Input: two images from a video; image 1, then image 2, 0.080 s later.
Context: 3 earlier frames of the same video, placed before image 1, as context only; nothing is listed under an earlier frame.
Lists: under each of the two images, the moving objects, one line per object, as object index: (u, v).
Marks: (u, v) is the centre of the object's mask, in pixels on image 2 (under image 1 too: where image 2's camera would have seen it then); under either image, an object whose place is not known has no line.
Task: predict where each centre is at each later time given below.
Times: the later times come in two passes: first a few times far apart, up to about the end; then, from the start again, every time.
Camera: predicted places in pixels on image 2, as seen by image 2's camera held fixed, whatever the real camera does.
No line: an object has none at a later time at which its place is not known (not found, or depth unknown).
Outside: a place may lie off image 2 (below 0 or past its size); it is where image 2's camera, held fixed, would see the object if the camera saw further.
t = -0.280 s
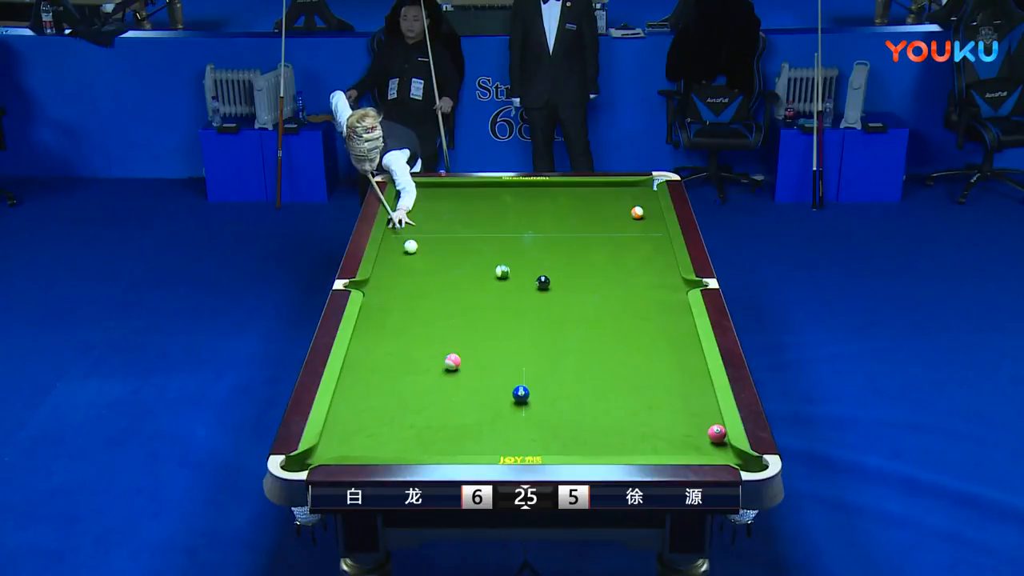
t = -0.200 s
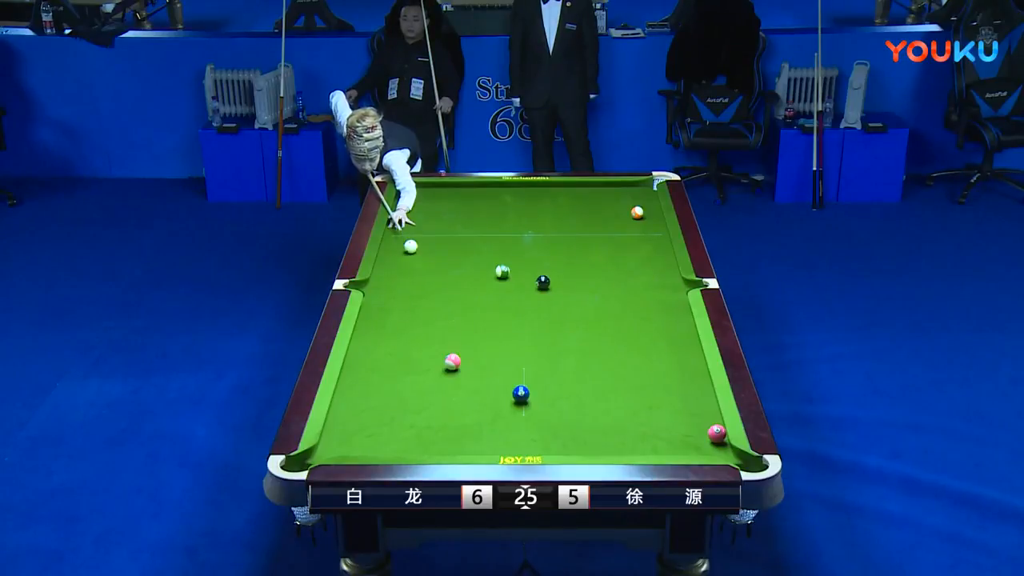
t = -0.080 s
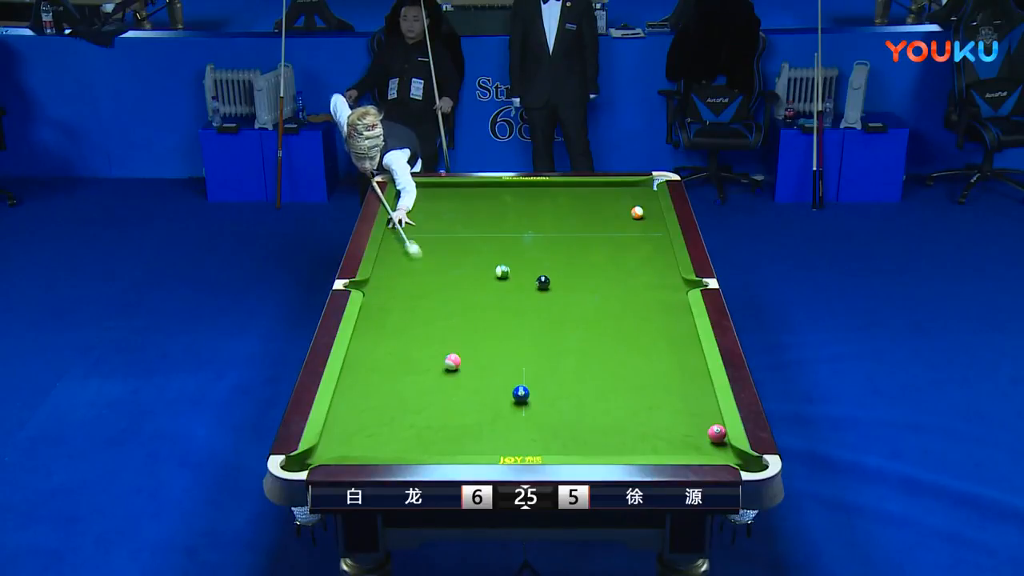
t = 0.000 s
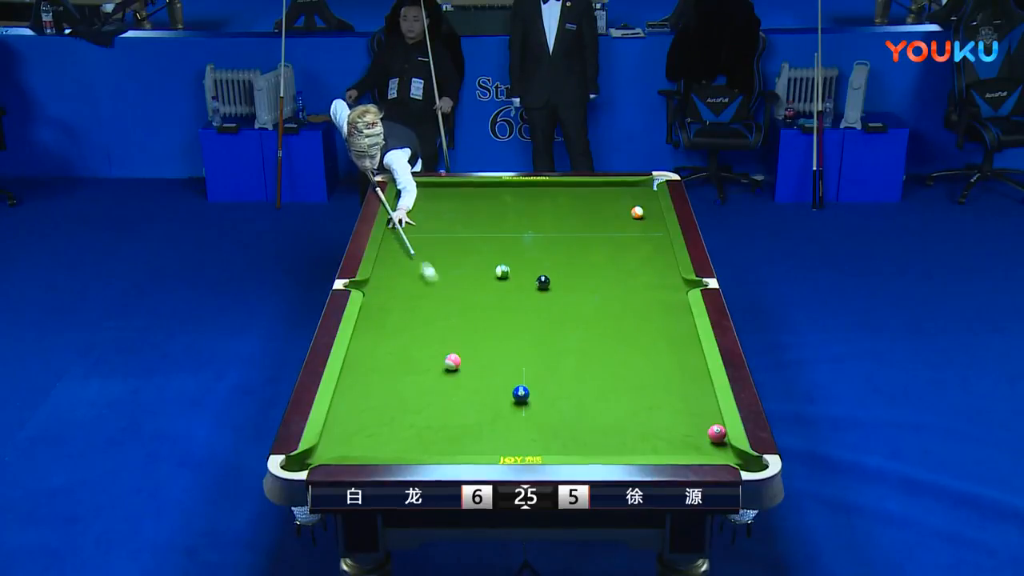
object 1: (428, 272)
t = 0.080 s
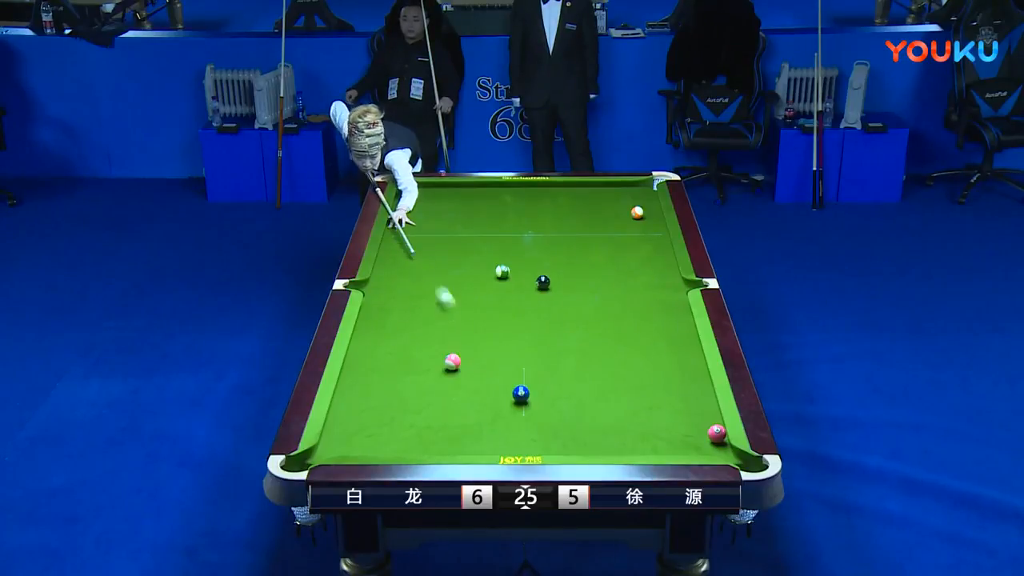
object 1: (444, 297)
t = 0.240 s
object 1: (480, 351)
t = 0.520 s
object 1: (468, 432)
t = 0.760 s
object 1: (429, 417)
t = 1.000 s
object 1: (397, 379)
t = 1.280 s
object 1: (365, 342)
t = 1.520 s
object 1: (379, 318)
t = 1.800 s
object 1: (406, 293)
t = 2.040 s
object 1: (426, 273)
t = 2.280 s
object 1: (445, 256)
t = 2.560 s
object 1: (464, 238)
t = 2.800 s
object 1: (480, 223)
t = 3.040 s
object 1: (494, 210)
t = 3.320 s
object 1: (509, 196)
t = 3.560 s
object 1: (521, 185)
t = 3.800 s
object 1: (532, 190)
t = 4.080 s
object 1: (546, 197)
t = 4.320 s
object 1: (557, 203)
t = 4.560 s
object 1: (569, 210)
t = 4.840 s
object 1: (581, 216)
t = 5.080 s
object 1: (592, 222)
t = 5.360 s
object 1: (603, 229)
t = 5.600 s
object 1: (613, 234)
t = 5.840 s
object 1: (622, 239)
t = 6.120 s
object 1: (632, 244)
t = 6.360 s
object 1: (640, 248)
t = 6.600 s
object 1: (648, 252)
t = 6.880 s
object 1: (656, 257)
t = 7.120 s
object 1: (662, 260)
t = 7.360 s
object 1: (668, 263)
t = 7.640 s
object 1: (670, 265)
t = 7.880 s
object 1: (668, 267)
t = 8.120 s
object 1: (667, 268)
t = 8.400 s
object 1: (665, 269)
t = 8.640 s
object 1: (665, 269)
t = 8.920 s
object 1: (665, 269)
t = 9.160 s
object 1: (665, 269)
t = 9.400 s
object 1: (665, 269)
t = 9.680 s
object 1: (665, 269)
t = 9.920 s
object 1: (665, 269)
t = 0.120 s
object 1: (453, 310)
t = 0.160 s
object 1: (462, 324)
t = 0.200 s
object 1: (471, 337)
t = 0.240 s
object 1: (480, 351)
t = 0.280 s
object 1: (489, 365)
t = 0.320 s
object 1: (499, 381)
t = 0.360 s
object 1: (502, 392)
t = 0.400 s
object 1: (494, 402)
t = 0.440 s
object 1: (485, 412)
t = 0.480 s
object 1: (476, 423)
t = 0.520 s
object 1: (468, 432)
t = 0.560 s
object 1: (461, 443)
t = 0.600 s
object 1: (453, 448)
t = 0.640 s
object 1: (446, 444)
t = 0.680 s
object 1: (440, 433)
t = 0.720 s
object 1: (434, 425)
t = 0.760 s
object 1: (429, 417)
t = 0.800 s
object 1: (423, 410)
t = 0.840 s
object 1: (418, 403)
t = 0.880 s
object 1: (412, 396)
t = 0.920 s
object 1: (407, 391)
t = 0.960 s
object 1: (402, 385)
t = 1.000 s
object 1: (397, 379)
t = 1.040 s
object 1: (392, 374)
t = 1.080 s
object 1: (387, 368)
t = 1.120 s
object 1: (382, 363)
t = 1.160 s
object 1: (378, 358)
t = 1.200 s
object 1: (373, 352)
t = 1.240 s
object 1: (369, 348)
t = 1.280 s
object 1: (365, 342)
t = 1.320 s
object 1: (360, 338)
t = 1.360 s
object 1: (361, 333)
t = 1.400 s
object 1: (367, 329)
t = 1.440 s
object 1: (371, 326)
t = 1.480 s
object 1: (375, 322)
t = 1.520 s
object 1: (379, 318)
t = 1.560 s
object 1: (383, 314)
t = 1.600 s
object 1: (387, 310)
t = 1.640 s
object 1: (391, 306)
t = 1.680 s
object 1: (395, 303)
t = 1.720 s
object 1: (398, 300)
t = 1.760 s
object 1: (402, 296)
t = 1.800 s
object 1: (406, 293)
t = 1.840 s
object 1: (409, 289)
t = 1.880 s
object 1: (413, 286)
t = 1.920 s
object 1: (416, 283)
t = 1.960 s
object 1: (420, 280)
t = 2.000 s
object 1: (423, 276)
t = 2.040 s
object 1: (426, 273)
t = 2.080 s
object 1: (429, 270)
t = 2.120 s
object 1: (433, 267)
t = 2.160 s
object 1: (436, 265)
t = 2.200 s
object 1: (439, 262)
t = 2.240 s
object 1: (442, 259)
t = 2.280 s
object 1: (445, 256)
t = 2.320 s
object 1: (448, 253)
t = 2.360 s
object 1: (450, 250)
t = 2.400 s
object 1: (453, 248)
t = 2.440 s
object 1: (456, 245)
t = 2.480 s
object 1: (459, 242)
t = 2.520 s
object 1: (462, 240)
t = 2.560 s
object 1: (464, 238)
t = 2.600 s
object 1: (467, 235)
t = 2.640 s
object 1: (470, 232)
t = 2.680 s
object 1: (472, 230)
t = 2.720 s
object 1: (475, 228)
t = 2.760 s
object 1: (477, 226)
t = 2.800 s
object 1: (480, 223)
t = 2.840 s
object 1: (482, 221)
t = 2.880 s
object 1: (484, 219)
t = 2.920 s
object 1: (487, 217)
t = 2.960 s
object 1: (489, 214)
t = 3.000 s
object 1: (492, 212)
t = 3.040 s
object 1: (494, 210)
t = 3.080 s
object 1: (496, 208)
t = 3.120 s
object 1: (498, 206)
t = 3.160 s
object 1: (500, 204)
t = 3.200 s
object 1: (503, 202)
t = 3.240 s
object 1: (505, 200)
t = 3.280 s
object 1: (507, 198)
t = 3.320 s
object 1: (509, 196)
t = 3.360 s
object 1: (511, 194)
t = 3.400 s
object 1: (513, 192)
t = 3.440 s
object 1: (515, 191)
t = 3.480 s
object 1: (517, 189)
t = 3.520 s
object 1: (518, 187)
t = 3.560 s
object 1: (521, 185)
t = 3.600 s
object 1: (522, 185)
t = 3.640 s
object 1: (524, 185)
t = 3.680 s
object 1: (526, 187)
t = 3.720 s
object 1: (528, 188)
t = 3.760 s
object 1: (531, 189)
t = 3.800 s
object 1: (532, 190)
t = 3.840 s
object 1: (534, 191)
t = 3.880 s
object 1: (536, 192)
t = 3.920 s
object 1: (538, 193)
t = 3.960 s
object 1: (540, 194)
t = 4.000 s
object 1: (542, 196)
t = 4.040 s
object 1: (544, 196)
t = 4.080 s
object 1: (546, 197)
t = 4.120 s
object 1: (548, 198)
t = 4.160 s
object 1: (550, 200)
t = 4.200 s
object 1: (552, 201)
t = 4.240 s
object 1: (554, 202)
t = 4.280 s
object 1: (556, 203)
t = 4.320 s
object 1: (557, 203)
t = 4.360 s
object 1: (559, 204)
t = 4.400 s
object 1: (561, 205)
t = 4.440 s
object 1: (563, 206)
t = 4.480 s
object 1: (565, 208)
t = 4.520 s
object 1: (567, 209)
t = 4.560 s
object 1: (569, 210)
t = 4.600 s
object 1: (571, 211)
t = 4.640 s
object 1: (572, 212)
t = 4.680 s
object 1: (574, 213)
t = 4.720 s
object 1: (576, 214)
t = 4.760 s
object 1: (578, 214)
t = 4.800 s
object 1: (579, 216)
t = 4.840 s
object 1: (581, 216)
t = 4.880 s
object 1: (583, 217)
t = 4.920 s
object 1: (585, 218)
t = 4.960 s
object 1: (587, 219)
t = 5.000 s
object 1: (588, 220)
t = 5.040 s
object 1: (590, 221)
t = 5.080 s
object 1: (592, 222)
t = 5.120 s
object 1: (593, 223)
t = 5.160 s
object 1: (595, 224)
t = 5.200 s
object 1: (597, 225)
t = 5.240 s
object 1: (598, 226)
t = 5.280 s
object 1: (600, 227)
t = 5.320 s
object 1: (602, 228)
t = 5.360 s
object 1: (603, 229)
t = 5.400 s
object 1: (605, 229)
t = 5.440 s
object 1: (607, 230)
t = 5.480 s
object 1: (608, 231)
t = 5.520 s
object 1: (610, 232)
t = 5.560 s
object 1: (611, 233)
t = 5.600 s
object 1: (613, 234)
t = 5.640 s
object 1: (614, 235)
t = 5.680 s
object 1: (616, 236)
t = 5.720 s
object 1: (617, 236)
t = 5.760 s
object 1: (619, 237)
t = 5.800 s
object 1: (621, 238)
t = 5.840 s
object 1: (622, 239)
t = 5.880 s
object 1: (624, 240)
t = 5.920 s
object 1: (625, 240)
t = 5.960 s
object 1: (626, 241)
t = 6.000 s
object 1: (628, 242)
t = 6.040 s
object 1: (629, 243)
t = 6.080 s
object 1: (631, 243)
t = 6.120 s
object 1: (632, 244)
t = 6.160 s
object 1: (634, 245)
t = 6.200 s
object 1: (635, 245)
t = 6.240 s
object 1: (636, 246)
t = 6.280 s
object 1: (638, 247)
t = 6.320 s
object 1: (639, 248)
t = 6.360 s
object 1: (640, 248)
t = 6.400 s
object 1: (642, 249)
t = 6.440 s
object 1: (643, 250)
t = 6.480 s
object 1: (644, 250)
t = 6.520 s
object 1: (645, 251)
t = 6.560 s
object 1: (647, 252)
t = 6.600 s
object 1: (648, 252)
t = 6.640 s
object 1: (649, 253)
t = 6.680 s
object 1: (650, 254)
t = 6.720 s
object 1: (651, 254)
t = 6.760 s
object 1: (652, 255)
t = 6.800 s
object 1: (654, 255)
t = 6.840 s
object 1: (655, 256)
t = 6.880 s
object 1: (656, 257)
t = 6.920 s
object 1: (657, 257)
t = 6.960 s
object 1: (658, 258)
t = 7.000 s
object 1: (659, 259)
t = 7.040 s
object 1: (660, 259)
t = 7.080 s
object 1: (661, 260)
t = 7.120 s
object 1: (662, 260)
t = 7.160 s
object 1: (663, 260)
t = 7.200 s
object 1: (664, 261)
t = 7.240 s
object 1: (665, 262)
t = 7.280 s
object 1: (666, 262)
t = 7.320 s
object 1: (667, 263)
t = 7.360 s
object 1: (668, 263)
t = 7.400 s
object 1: (669, 263)
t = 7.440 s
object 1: (670, 264)
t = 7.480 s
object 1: (670, 264)
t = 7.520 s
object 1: (671, 265)
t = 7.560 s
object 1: (671, 265)
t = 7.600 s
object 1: (670, 265)
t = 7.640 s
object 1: (670, 265)
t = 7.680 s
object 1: (670, 266)
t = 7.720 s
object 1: (670, 266)
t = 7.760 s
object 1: (669, 266)
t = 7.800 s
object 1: (669, 267)
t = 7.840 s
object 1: (669, 267)
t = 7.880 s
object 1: (668, 267)
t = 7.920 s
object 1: (668, 267)
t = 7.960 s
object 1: (668, 267)
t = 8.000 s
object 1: (667, 268)
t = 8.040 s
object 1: (667, 268)
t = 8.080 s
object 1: (667, 268)
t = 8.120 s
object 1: (667, 268)
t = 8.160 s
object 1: (667, 268)
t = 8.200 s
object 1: (666, 268)
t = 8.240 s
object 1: (666, 268)
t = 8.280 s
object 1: (666, 268)
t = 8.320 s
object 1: (666, 268)
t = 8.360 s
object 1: (666, 269)
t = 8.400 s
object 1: (665, 269)
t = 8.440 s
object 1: (665, 269)
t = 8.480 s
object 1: (665, 269)
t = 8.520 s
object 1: (665, 269)
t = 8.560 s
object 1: (665, 269)
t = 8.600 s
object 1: (665, 269)
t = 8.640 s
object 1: (665, 269)
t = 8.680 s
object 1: (665, 269)
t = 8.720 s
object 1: (665, 269)
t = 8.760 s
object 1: (665, 269)
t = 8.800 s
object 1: (665, 269)
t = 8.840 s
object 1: (665, 269)
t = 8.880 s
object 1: (665, 269)
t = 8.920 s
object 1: (665, 269)
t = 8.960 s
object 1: (665, 269)
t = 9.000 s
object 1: (665, 269)
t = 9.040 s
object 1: (665, 269)
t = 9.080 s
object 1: (665, 269)
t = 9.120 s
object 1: (665, 269)
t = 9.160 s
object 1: (665, 269)
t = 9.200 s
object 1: (665, 269)
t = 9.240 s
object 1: (665, 269)
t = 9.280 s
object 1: (665, 269)
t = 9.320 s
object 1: (665, 269)
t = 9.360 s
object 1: (665, 269)
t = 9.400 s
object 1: (665, 269)
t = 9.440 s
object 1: (665, 269)
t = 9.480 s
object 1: (665, 269)
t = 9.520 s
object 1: (665, 269)
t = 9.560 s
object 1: (665, 269)
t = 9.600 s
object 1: (665, 269)
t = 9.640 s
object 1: (665, 269)
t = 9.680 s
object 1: (665, 269)
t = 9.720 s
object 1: (665, 269)
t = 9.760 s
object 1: (665, 269)
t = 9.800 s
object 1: (665, 269)
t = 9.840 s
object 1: (665, 269)
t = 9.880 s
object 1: (665, 269)
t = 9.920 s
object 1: (665, 269)
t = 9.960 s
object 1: (665, 269)
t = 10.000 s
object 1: (665, 269)
